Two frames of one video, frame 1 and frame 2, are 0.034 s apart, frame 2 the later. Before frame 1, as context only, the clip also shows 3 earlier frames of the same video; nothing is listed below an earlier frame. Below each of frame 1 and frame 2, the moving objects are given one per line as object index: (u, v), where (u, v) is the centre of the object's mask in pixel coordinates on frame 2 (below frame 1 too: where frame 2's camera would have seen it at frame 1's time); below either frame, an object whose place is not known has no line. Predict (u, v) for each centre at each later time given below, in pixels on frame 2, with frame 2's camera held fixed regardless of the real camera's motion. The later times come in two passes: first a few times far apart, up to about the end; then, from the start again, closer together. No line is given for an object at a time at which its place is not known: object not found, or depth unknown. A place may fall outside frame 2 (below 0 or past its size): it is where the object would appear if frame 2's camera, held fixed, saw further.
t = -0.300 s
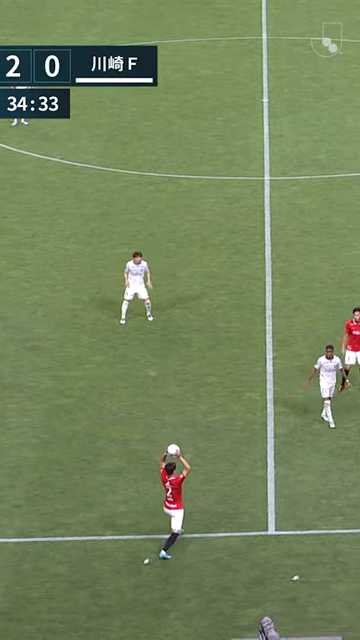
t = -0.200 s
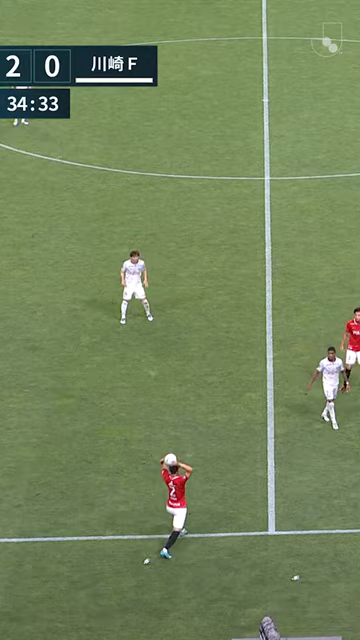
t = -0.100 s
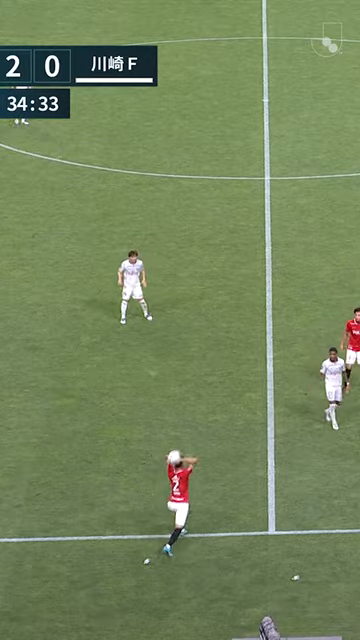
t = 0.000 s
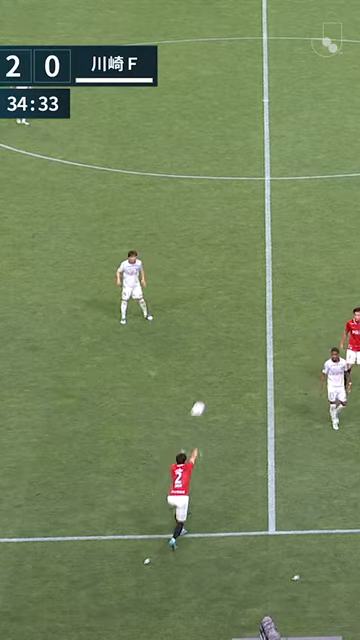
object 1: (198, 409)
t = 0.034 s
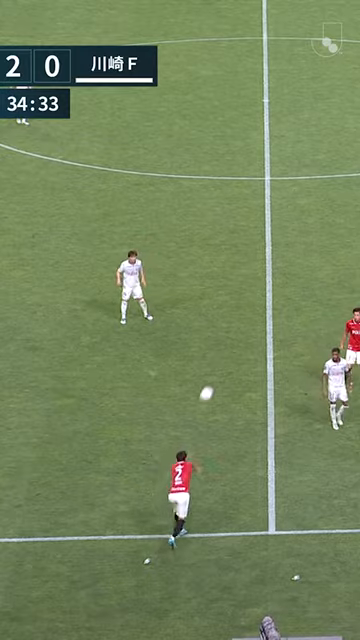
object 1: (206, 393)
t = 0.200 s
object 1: (246, 330)
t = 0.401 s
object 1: (288, 283)
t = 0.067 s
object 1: (215, 379)
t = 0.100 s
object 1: (223, 366)
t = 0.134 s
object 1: (230, 353)
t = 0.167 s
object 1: (238, 341)
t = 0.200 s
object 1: (246, 330)
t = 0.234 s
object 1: (253, 320)
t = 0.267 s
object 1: (260, 311)
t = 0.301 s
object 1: (267, 303)
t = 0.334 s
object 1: (275, 296)
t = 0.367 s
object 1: (281, 289)
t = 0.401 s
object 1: (288, 283)
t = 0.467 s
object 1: (302, 273)
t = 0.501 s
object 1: (309, 269)
